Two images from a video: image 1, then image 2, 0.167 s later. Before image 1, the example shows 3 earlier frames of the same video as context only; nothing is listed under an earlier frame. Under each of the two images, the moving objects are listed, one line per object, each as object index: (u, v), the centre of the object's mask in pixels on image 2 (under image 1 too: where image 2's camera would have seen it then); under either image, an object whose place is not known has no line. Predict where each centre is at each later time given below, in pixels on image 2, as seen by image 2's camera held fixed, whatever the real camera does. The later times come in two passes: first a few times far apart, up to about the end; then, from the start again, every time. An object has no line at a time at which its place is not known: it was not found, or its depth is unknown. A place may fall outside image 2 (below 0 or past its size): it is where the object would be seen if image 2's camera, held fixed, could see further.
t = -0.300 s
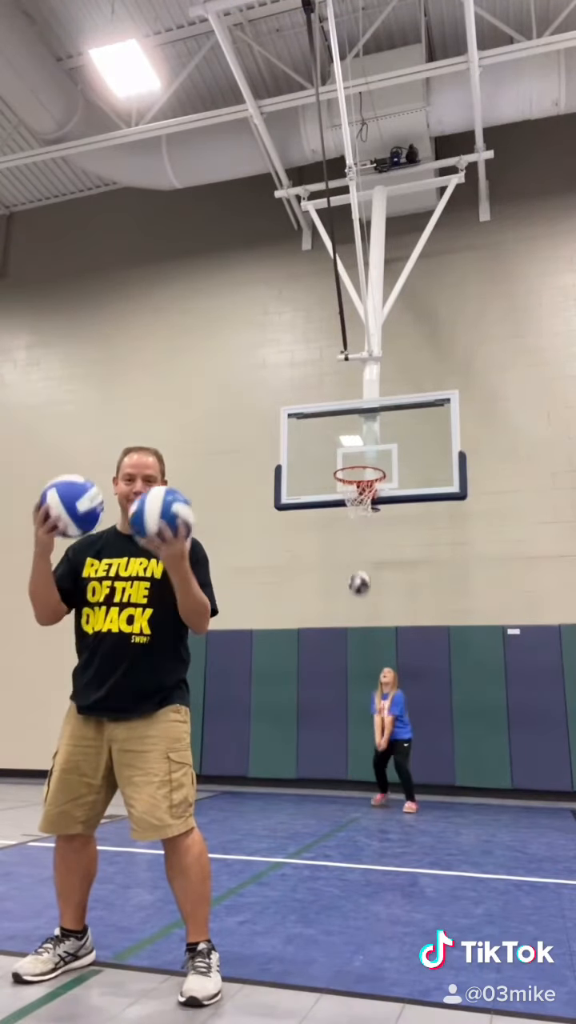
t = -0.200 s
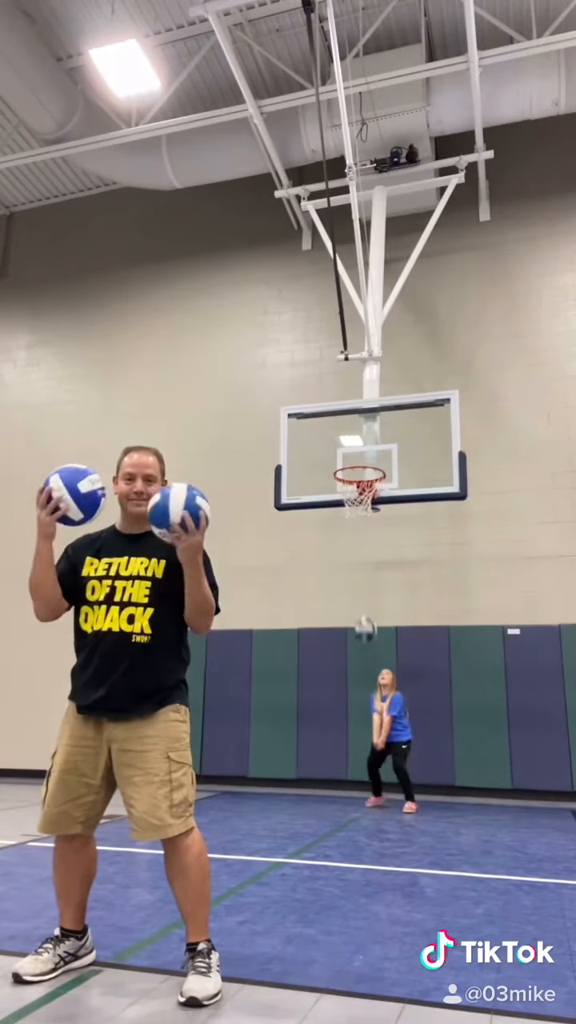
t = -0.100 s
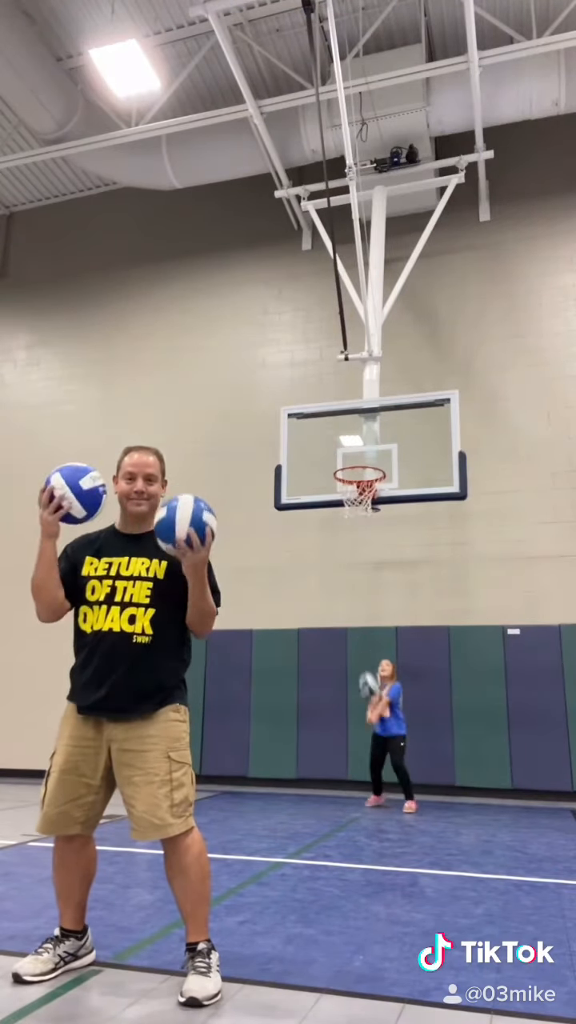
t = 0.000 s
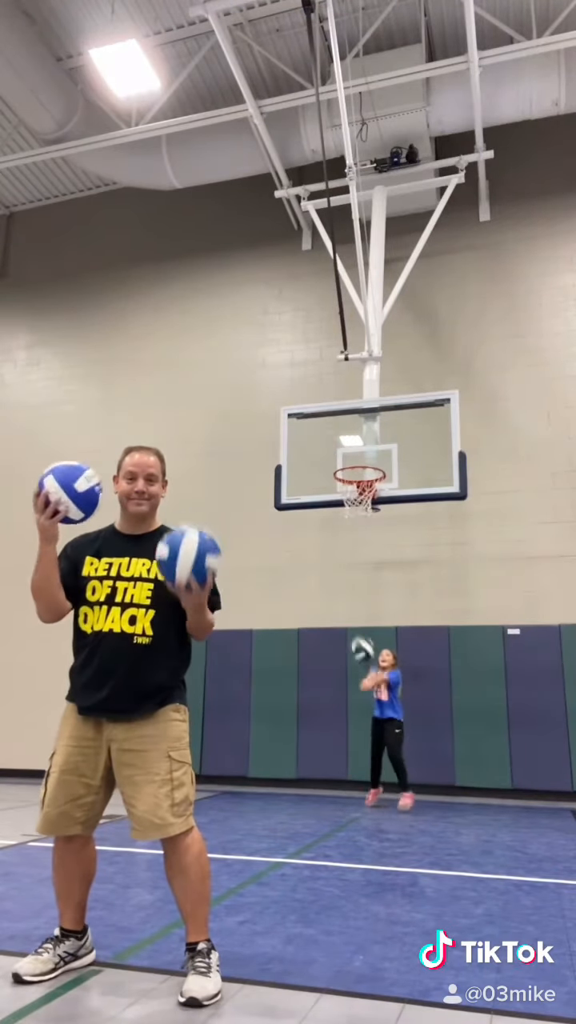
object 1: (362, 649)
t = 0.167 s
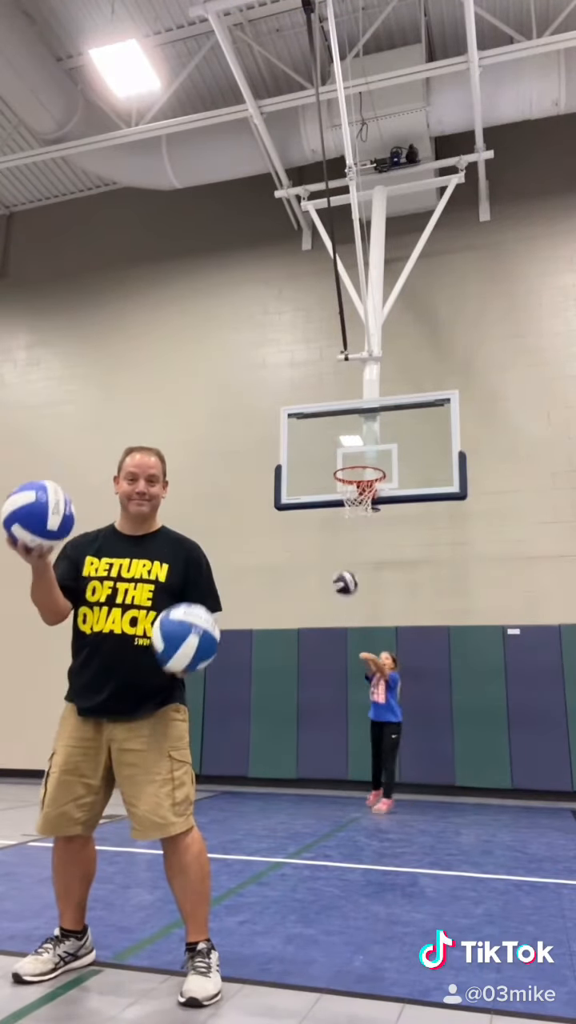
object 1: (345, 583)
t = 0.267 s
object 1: (334, 555)
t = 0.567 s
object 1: (292, 535)
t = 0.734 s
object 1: (258, 584)
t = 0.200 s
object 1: (341, 573)
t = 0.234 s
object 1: (337, 563)
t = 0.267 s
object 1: (334, 555)
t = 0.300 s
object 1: (330, 548)
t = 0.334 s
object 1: (325, 541)
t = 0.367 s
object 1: (321, 536)
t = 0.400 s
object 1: (316, 533)
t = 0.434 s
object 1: (312, 530)
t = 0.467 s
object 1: (307, 529)
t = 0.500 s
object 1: (302, 530)
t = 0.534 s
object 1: (297, 532)
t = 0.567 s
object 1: (292, 535)
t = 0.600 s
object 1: (285, 540)
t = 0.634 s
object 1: (279, 548)
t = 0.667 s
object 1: (273, 557)
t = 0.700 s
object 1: (266, 569)
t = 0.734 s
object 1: (258, 584)
